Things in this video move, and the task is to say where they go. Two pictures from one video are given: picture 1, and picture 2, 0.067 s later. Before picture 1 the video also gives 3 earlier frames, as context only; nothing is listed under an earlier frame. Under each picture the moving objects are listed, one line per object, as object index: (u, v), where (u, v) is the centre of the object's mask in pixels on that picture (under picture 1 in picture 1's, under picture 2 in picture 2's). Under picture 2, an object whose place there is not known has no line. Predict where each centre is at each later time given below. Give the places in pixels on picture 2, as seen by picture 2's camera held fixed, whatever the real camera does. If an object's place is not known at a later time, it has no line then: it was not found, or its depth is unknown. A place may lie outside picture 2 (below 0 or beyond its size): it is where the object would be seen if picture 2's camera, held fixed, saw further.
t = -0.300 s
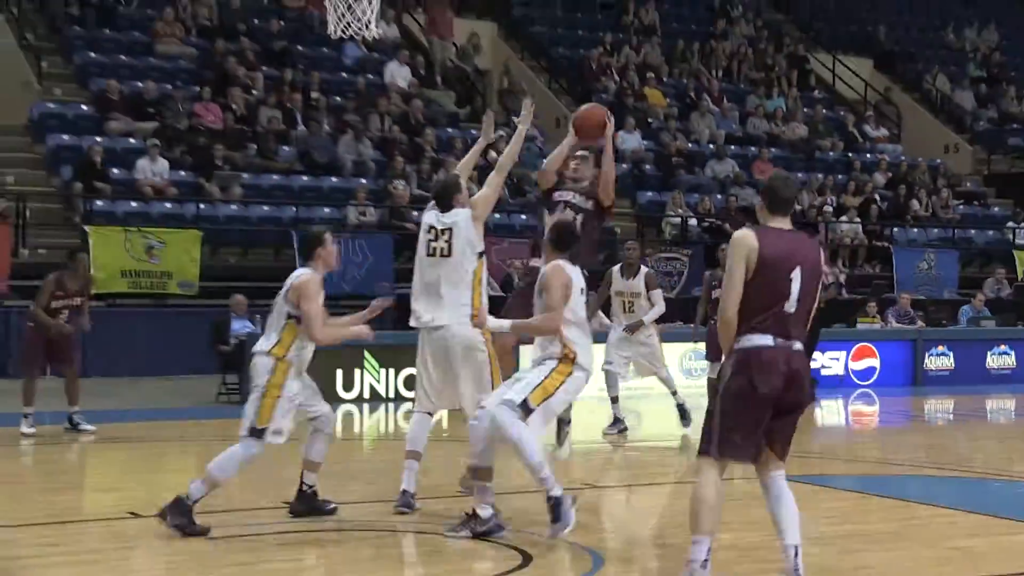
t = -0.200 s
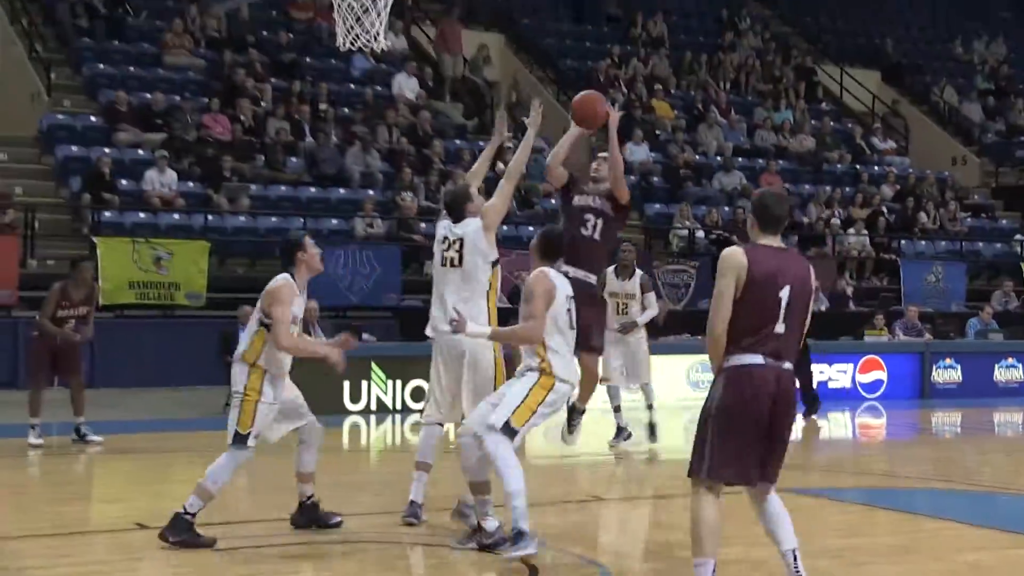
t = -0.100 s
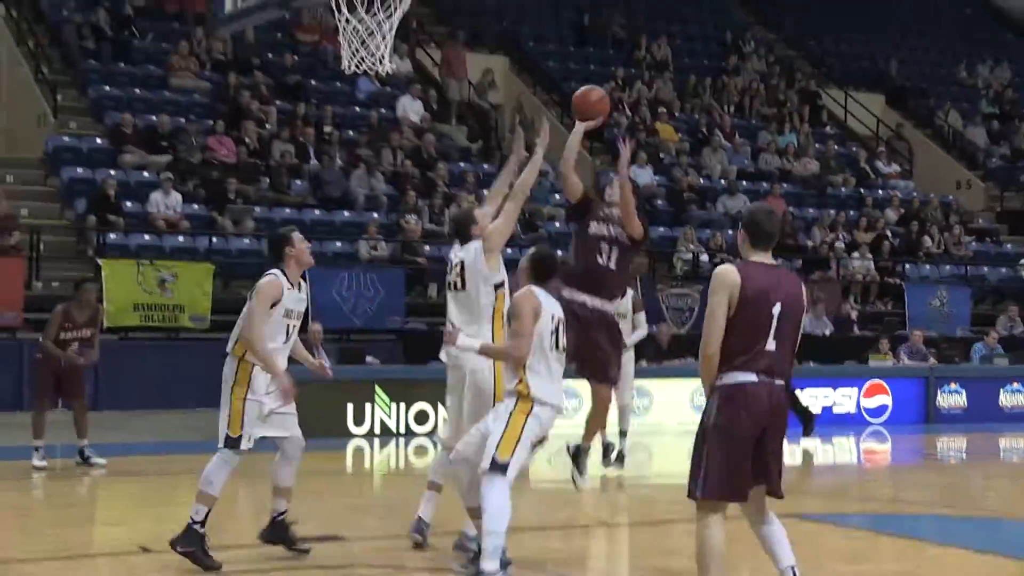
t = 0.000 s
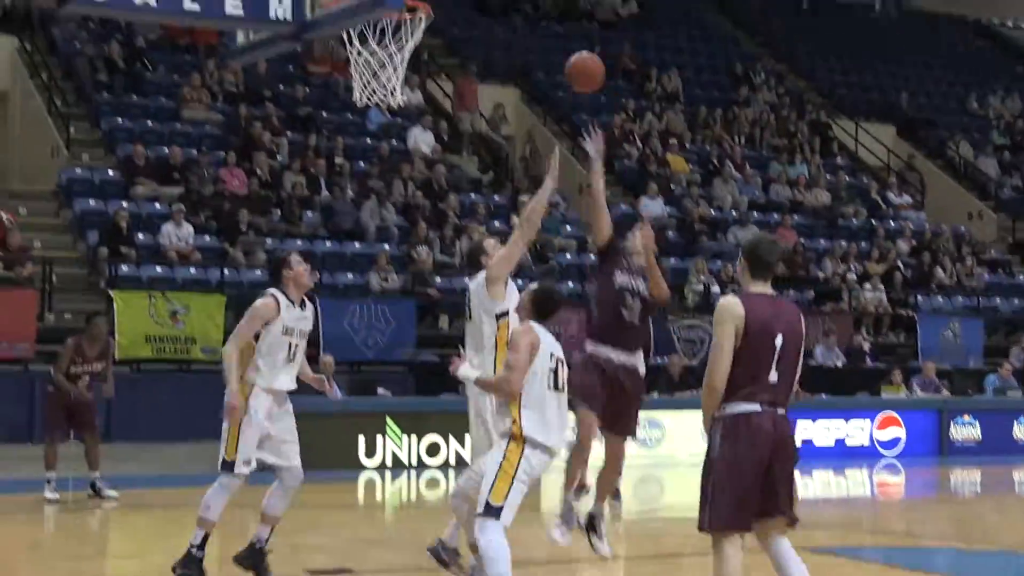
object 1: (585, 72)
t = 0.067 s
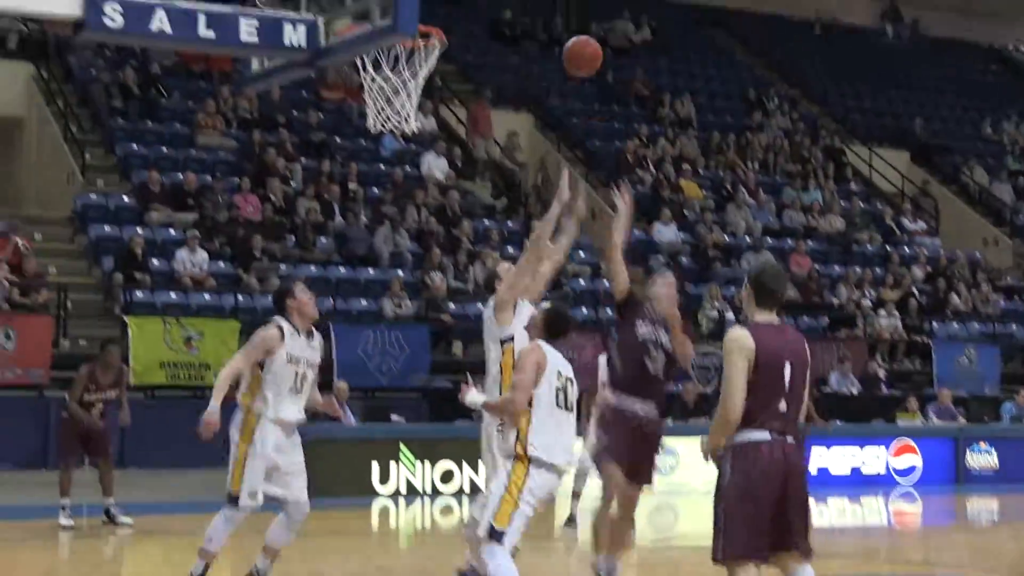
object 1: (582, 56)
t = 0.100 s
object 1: (572, 34)
